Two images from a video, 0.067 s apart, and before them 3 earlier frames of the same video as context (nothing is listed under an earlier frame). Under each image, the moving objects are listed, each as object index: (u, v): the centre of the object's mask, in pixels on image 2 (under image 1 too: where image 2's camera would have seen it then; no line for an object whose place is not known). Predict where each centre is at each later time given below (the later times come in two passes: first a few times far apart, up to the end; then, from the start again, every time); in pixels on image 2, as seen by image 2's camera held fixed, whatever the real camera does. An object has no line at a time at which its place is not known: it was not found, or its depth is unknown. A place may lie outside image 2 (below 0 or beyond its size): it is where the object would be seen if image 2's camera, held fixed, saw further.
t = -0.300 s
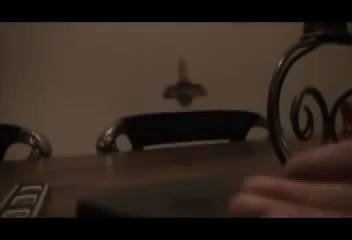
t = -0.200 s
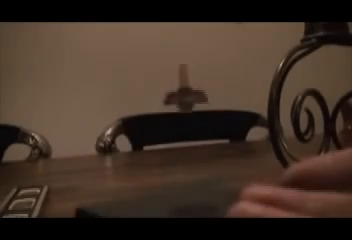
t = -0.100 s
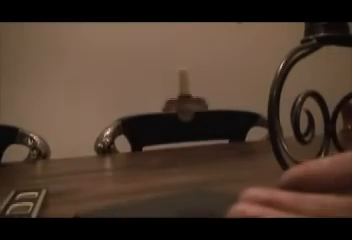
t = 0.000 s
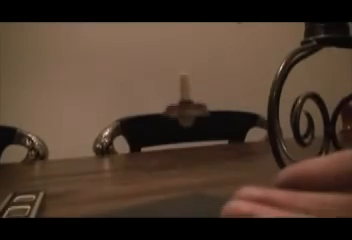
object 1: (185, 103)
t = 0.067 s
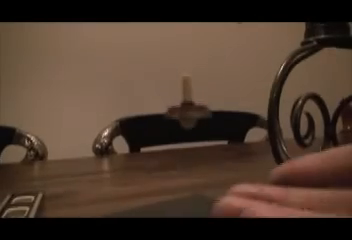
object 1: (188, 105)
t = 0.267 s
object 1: (196, 109)
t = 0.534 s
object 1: (198, 110)
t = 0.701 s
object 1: (195, 112)
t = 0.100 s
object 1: (189, 105)
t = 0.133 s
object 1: (190, 105)
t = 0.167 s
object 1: (192, 107)
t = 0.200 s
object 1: (193, 107)
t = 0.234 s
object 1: (195, 108)
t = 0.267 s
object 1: (196, 109)
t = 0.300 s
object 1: (197, 109)
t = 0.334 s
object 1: (198, 109)
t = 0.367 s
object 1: (199, 109)
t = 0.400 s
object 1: (199, 109)
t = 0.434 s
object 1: (199, 109)
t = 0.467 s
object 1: (199, 110)
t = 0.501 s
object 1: (199, 110)
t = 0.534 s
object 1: (198, 110)
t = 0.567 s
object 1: (198, 110)
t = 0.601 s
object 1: (197, 109)
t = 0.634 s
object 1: (196, 110)
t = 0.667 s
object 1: (195, 110)
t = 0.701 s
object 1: (195, 112)
